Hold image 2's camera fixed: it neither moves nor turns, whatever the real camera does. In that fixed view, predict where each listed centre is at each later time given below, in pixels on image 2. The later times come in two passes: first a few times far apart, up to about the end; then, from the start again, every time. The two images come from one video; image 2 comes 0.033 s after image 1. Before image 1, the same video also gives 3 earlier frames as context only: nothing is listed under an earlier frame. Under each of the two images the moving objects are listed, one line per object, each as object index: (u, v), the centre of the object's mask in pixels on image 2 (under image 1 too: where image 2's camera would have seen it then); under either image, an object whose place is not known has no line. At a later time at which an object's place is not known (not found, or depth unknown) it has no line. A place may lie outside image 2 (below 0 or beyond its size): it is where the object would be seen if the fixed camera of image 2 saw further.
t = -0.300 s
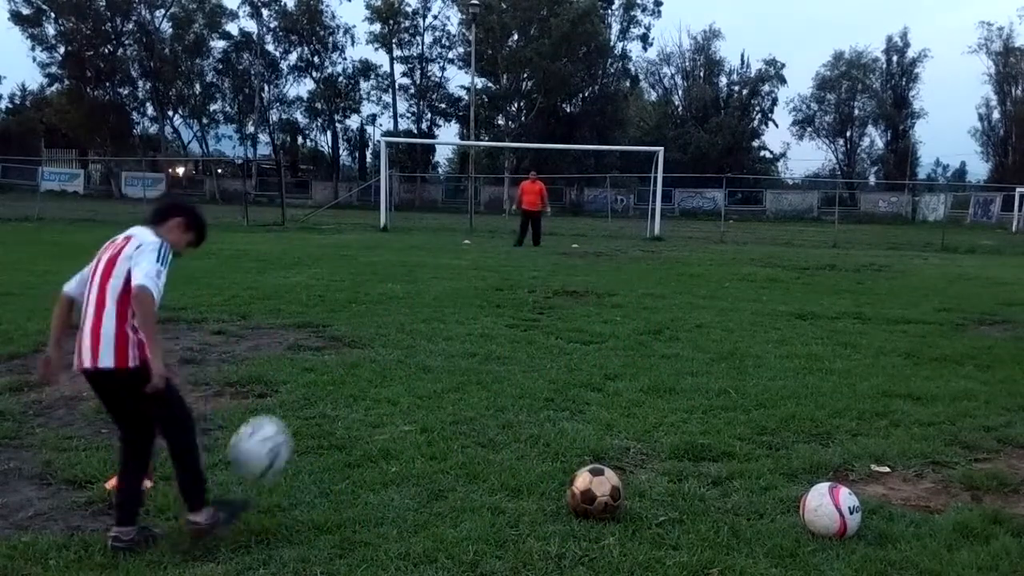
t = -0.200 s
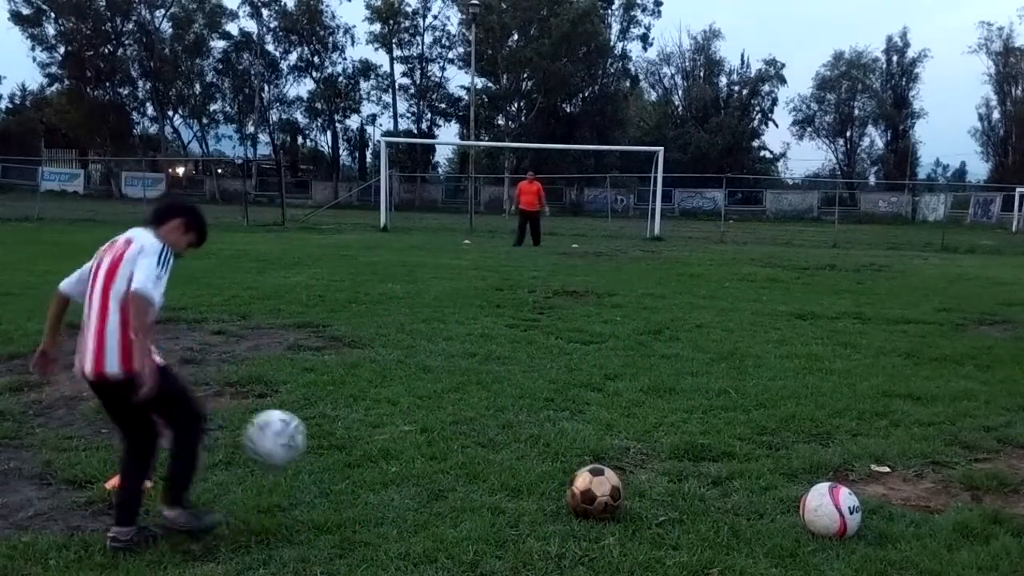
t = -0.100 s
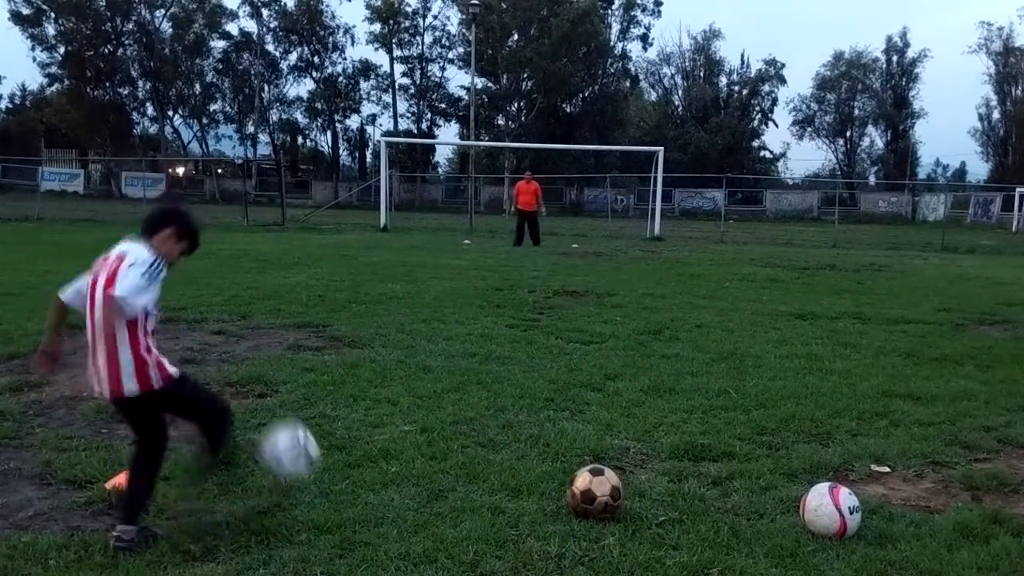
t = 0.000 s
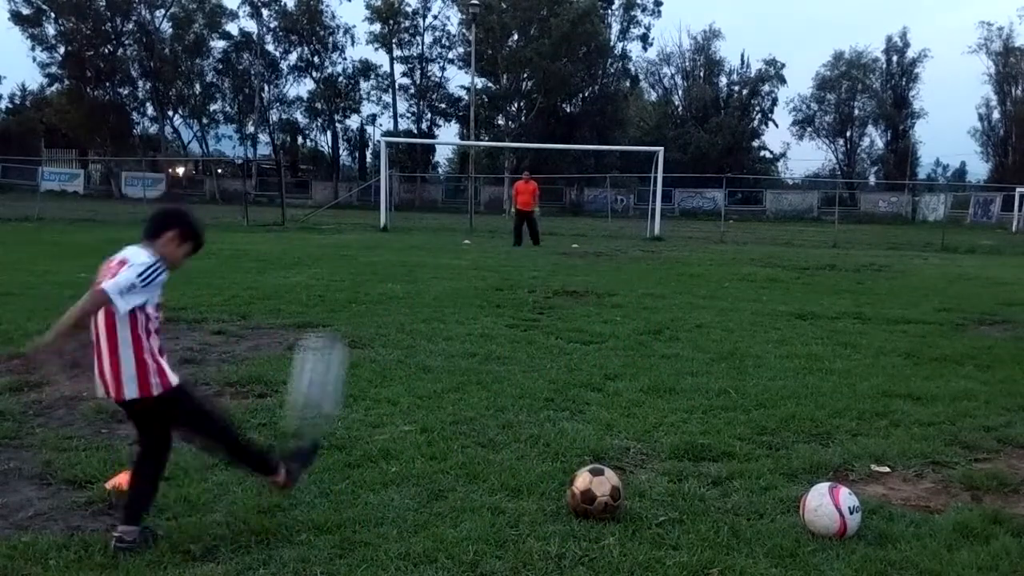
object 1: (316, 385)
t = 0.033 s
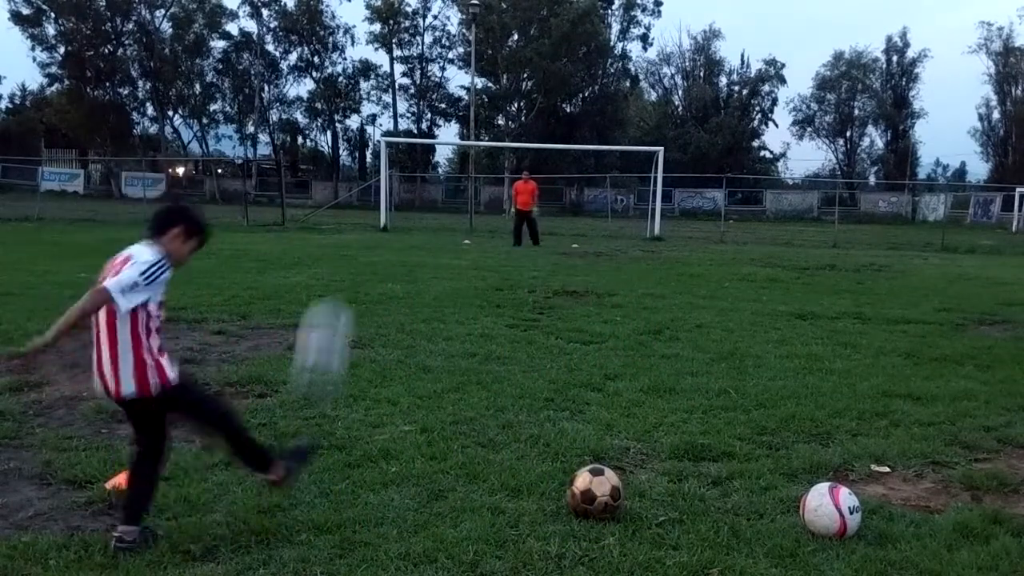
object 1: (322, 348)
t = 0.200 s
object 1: (351, 219)
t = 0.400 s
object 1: (391, 157)
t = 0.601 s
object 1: (428, 189)
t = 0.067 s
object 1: (329, 313)
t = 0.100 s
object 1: (336, 288)
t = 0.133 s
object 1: (341, 262)
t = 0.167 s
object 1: (347, 239)
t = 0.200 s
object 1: (351, 219)
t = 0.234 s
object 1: (356, 201)
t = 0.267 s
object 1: (366, 186)
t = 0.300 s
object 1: (372, 173)
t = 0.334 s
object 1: (378, 167)
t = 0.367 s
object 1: (384, 161)
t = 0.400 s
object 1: (391, 157)
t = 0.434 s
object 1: (398, 156)
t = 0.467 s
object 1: (404, 157)
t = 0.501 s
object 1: (410, 161)
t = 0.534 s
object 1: (416, 169)
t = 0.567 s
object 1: (422, 178)
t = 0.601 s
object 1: (428, 189)
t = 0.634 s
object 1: (435, 204)
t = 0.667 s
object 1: (442, 221)
